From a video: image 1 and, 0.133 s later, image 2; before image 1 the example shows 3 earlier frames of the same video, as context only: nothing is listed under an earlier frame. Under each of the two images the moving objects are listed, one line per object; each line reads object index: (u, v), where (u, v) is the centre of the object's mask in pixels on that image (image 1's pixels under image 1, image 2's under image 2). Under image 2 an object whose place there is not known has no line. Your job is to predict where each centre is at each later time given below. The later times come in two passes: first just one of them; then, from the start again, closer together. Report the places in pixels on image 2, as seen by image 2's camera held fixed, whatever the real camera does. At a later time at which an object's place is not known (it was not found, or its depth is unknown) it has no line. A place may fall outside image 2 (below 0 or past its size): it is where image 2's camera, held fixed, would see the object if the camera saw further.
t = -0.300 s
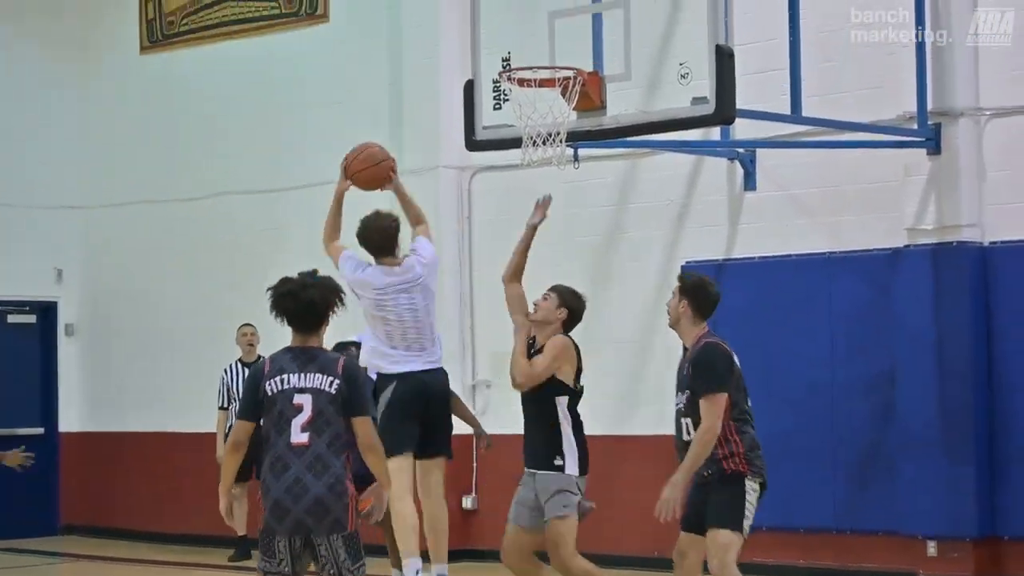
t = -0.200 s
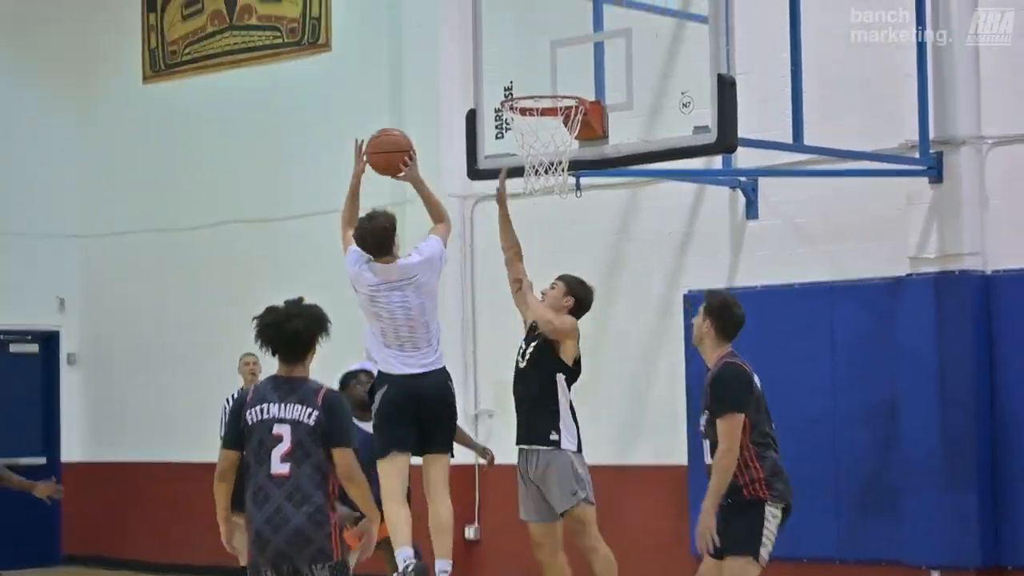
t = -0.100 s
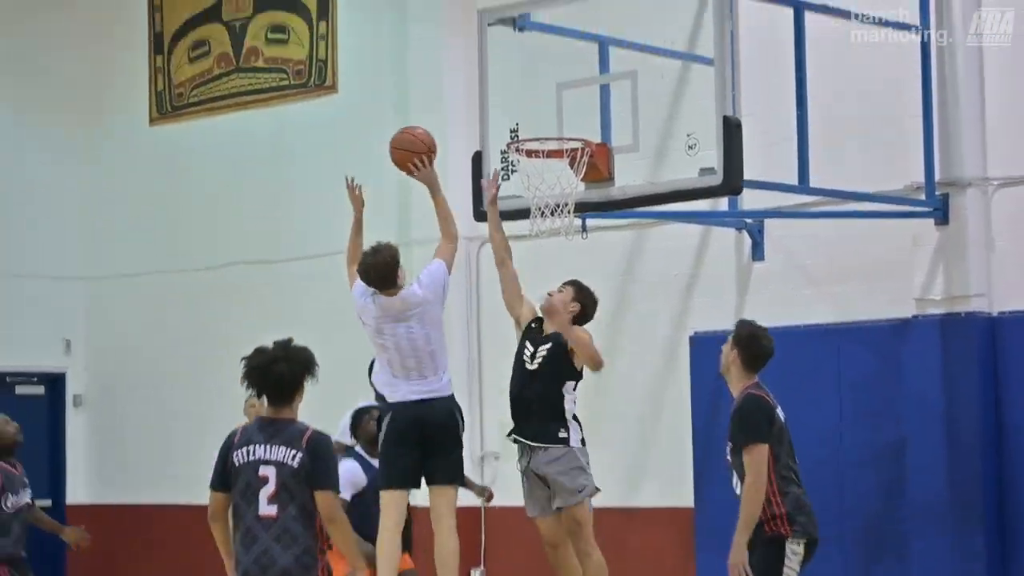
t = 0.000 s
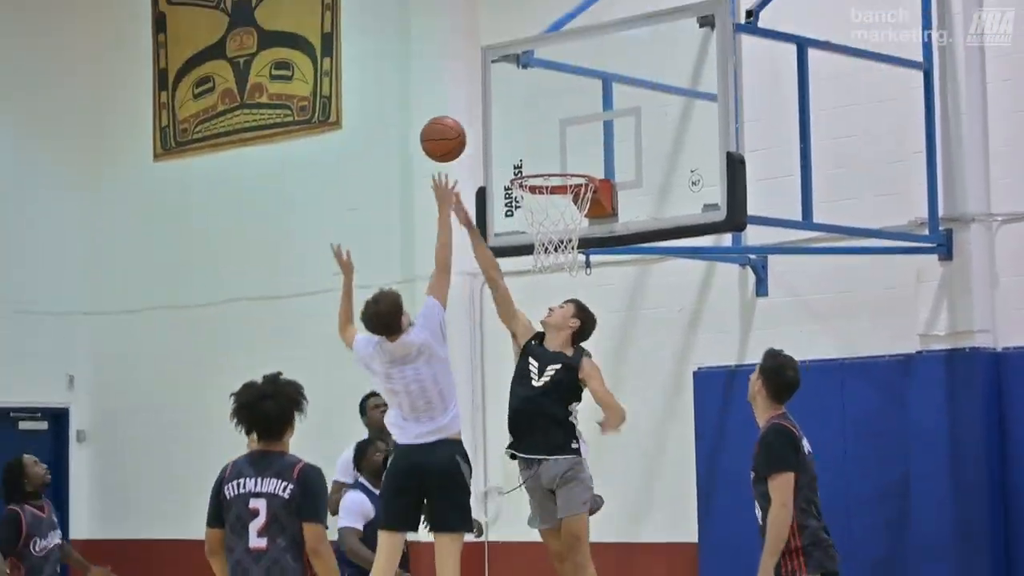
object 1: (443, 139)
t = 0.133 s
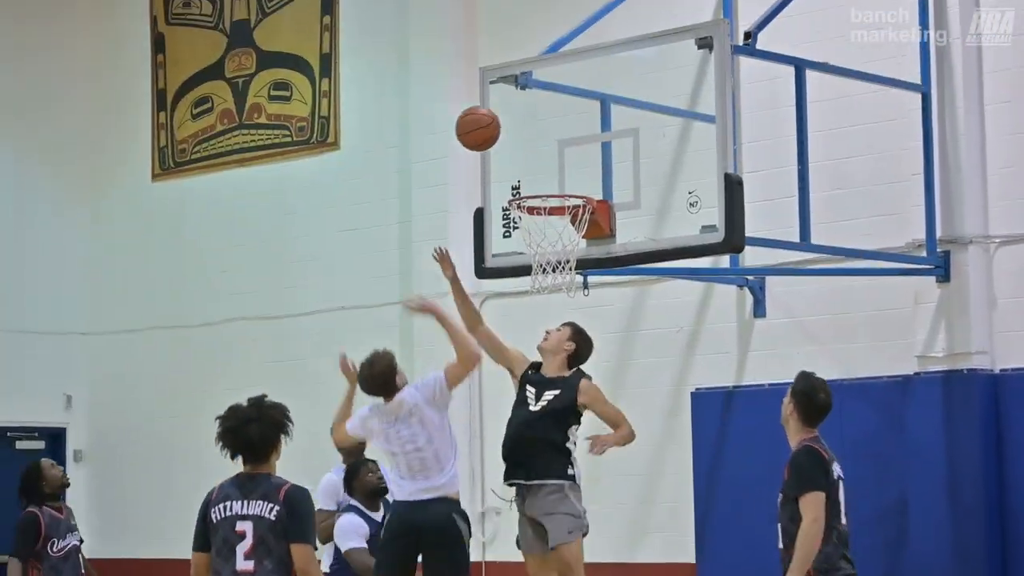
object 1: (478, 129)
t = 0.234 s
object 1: (505, 127)
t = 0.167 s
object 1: (487, 126)
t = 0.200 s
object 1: (496, 125)
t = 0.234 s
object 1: (505, 127)
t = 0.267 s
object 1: (513, 131)
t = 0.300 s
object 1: (522, 136)
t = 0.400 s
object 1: (547, 164)
